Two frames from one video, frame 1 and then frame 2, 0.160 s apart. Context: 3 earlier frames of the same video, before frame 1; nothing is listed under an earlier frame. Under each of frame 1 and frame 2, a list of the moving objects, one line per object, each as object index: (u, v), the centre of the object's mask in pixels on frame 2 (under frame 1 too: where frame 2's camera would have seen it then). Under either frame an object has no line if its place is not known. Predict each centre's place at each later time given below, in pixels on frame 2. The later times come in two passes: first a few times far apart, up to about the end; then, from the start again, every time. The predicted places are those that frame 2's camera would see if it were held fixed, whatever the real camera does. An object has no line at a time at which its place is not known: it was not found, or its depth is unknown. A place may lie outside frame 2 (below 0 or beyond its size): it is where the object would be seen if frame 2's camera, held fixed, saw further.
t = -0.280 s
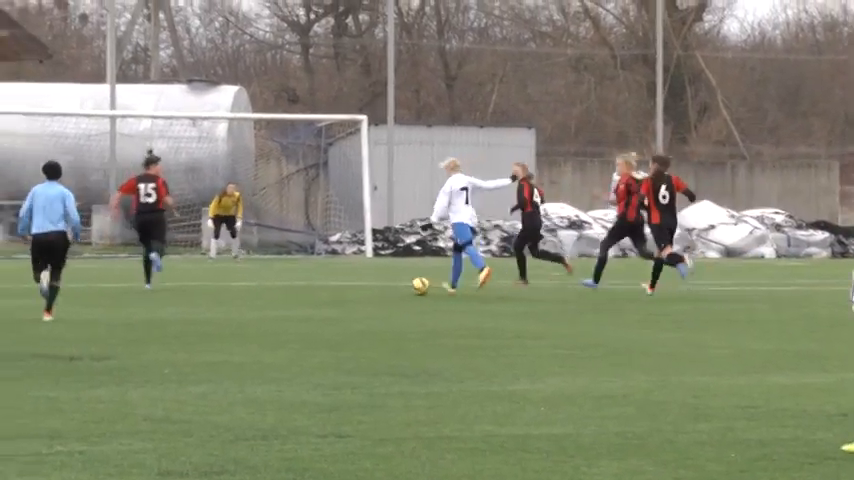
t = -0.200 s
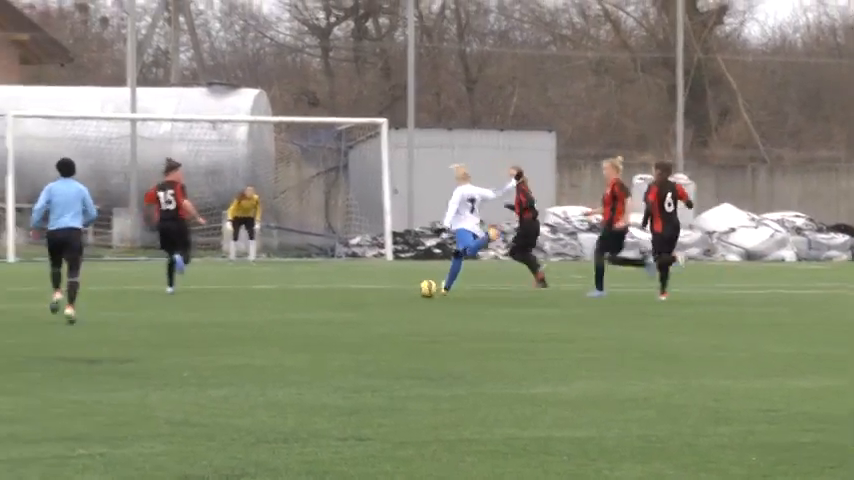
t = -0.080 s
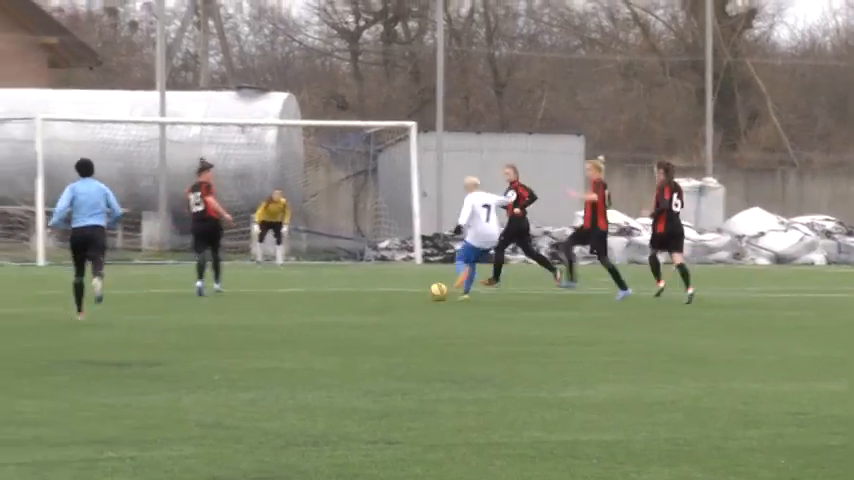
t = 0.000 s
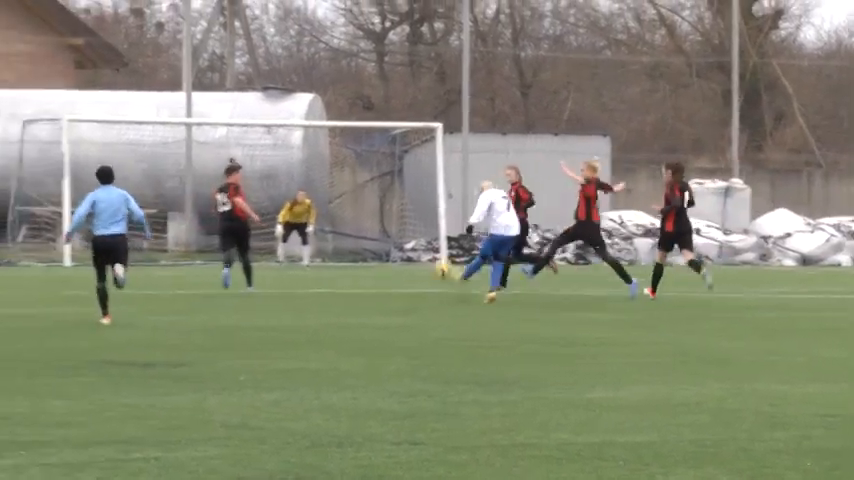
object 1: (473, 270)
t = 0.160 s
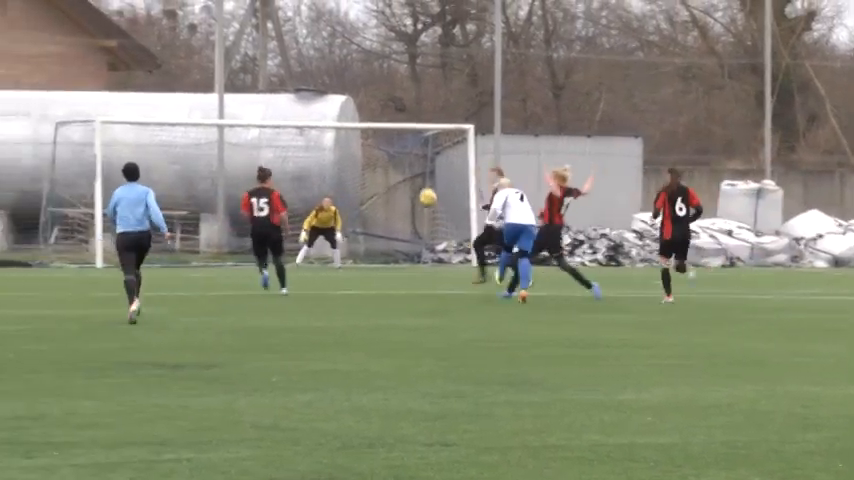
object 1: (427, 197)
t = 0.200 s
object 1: (418, 183)
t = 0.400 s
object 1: (376, 139)
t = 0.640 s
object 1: (340, 129)
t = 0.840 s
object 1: (319, 149)
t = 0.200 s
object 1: (418, 183)
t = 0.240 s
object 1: (408, 171)
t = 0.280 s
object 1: (399, 161)
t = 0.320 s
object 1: (391, 152)
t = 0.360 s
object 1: (383, 145)
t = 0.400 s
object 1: (376, 139)
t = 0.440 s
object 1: (369, 134)
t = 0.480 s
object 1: (363, 132)
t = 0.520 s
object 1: (357, 129)
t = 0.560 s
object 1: (350, 128)
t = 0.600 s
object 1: (345, 129)
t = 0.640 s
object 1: (340, 129)
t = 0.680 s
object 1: (335, 132)
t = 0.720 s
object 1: (331, 134)
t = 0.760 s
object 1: (327, 138)
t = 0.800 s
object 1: (322, 143)
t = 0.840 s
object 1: (319, 149)
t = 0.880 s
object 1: (315, 155)
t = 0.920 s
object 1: (312, 163)
